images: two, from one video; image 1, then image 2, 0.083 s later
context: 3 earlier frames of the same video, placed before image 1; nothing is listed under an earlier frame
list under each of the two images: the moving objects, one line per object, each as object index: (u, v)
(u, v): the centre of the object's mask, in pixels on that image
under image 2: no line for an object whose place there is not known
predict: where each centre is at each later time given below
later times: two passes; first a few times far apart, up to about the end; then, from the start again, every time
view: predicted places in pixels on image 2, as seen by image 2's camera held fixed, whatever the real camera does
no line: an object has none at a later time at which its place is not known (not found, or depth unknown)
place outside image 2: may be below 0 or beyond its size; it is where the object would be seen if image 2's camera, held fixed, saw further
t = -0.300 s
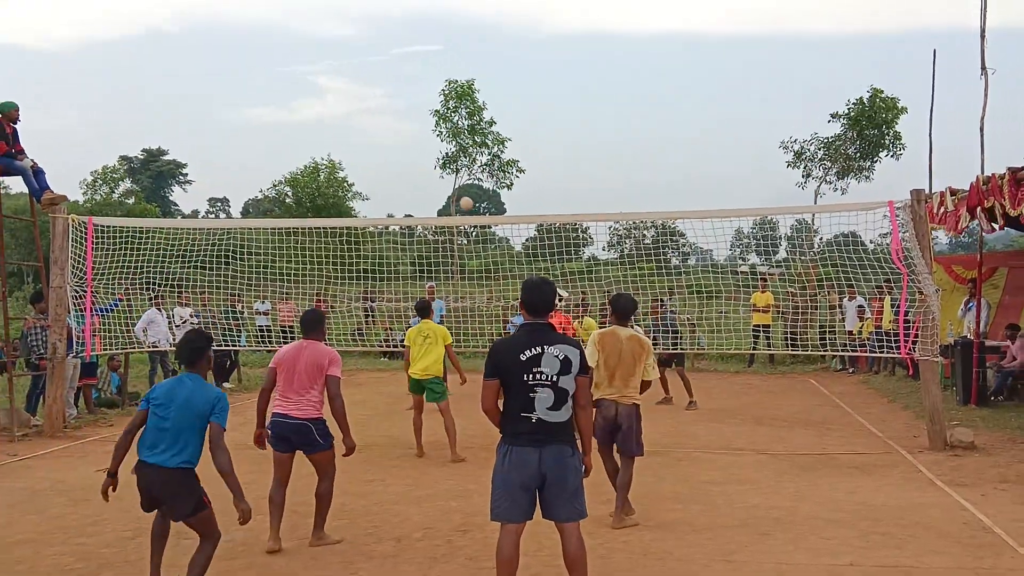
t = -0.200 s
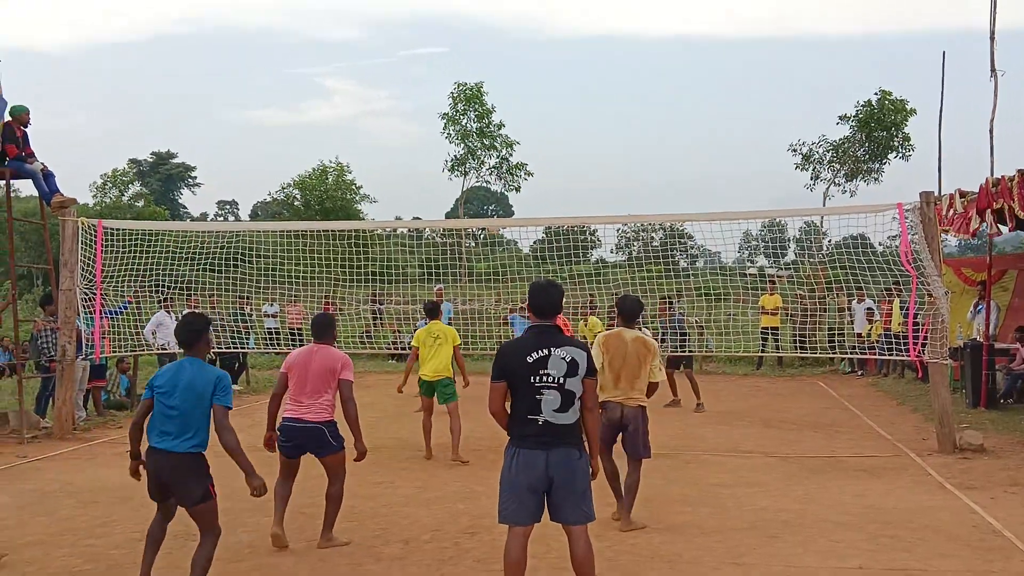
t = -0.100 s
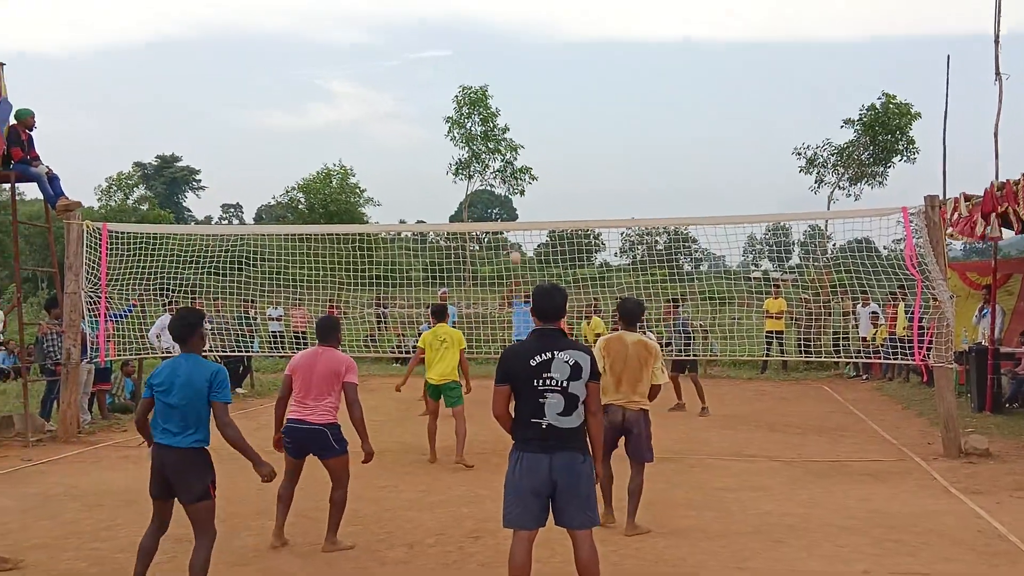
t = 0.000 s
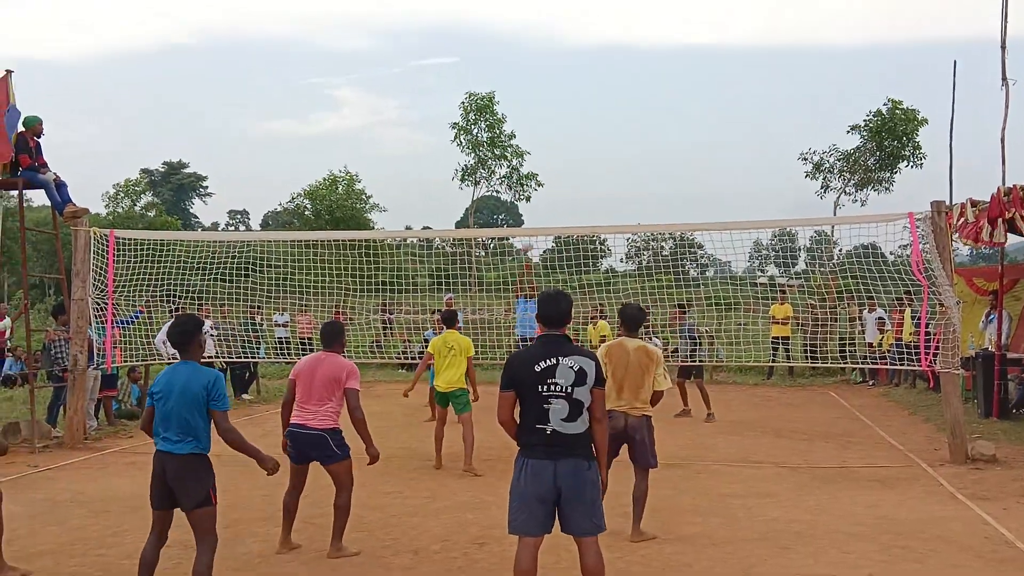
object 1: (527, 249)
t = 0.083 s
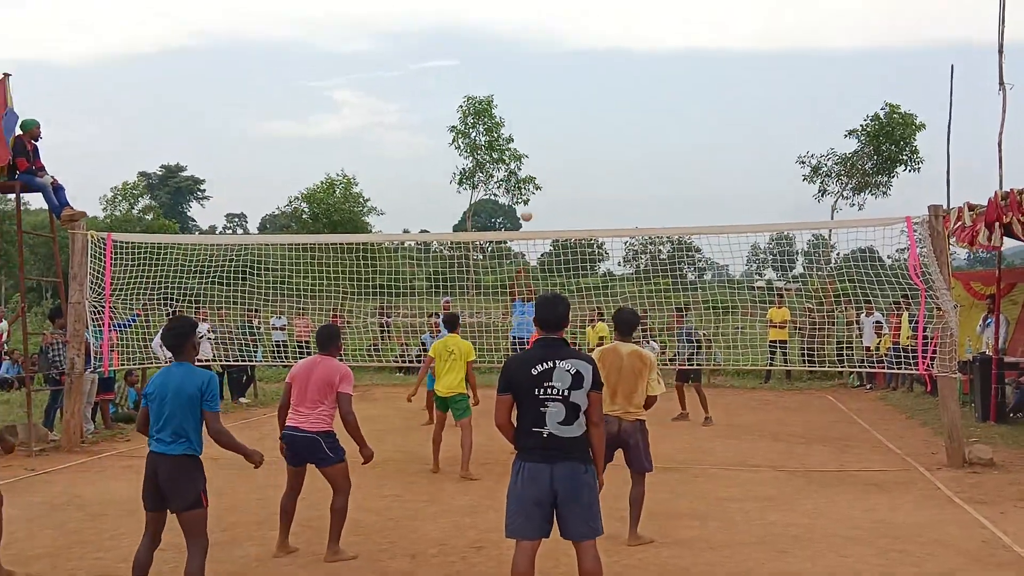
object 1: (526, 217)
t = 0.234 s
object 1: (527, 161)
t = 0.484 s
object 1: (532, 92)
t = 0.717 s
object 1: (534, 63)
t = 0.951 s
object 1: (539, 93)
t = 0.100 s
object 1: (526, 209)
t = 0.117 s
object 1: (526, 202)
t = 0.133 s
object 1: (526, 199)
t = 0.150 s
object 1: (527, 190)
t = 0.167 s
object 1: (526, 184)
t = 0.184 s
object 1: (527, 179)
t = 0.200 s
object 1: (527, 173)
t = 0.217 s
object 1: (527, 167)
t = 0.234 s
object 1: (527, 161)
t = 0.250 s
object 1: (527, 156)
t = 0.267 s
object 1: (527, 151)
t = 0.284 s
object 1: (527, 145)
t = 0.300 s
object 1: (528, 140)
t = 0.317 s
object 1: (528, 135)
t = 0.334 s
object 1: (528, 130)
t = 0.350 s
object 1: (528, 125)
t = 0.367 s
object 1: (529, 121)
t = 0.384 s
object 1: (529, 116)
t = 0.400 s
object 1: (530, 112)
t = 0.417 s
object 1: (530, 108)
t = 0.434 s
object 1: (531, 104)
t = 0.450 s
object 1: (531, 100)
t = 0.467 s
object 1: (531, 96)
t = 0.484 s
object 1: (532, 92)
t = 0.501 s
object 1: (532, 88)
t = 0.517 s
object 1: (532, 85)
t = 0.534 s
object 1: (532, 82)
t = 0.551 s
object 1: (532, 79)
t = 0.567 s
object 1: (533, 76)
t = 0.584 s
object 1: (533, 74)
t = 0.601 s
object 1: (533, 71)
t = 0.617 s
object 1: (533, 69)
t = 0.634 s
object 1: (533, 67)
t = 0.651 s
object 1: (534, 66)
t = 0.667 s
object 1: (534, 65)
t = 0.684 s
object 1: (534, 64)
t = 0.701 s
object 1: (534, 63)
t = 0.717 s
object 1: (534, 63)
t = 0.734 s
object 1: (534, 62)
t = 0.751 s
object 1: (535, 63)
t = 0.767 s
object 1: (535, 63)
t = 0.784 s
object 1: (535, 64)
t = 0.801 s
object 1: (535, 65)
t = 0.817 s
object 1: (535, 67)
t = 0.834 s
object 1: (536, 69)
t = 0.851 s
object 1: (536, 71)
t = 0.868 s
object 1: (537, 74)
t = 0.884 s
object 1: (537, 77)
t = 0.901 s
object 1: (538, 80)
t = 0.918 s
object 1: (539, 84)
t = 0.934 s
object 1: (539, 88)
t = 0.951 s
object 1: (539, 93)
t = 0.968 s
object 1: (540, 98)
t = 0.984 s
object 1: (540, 103)
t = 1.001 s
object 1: (540, 110)
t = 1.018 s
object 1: (541, 116)
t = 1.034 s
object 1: (542, 124)
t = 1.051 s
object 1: (542, 132)
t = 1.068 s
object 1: (543, 140)
